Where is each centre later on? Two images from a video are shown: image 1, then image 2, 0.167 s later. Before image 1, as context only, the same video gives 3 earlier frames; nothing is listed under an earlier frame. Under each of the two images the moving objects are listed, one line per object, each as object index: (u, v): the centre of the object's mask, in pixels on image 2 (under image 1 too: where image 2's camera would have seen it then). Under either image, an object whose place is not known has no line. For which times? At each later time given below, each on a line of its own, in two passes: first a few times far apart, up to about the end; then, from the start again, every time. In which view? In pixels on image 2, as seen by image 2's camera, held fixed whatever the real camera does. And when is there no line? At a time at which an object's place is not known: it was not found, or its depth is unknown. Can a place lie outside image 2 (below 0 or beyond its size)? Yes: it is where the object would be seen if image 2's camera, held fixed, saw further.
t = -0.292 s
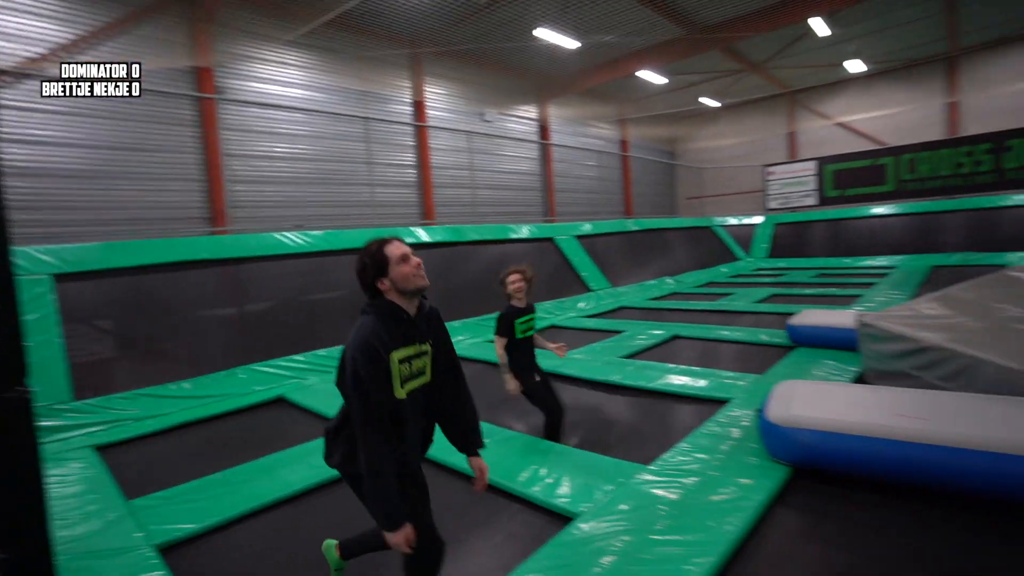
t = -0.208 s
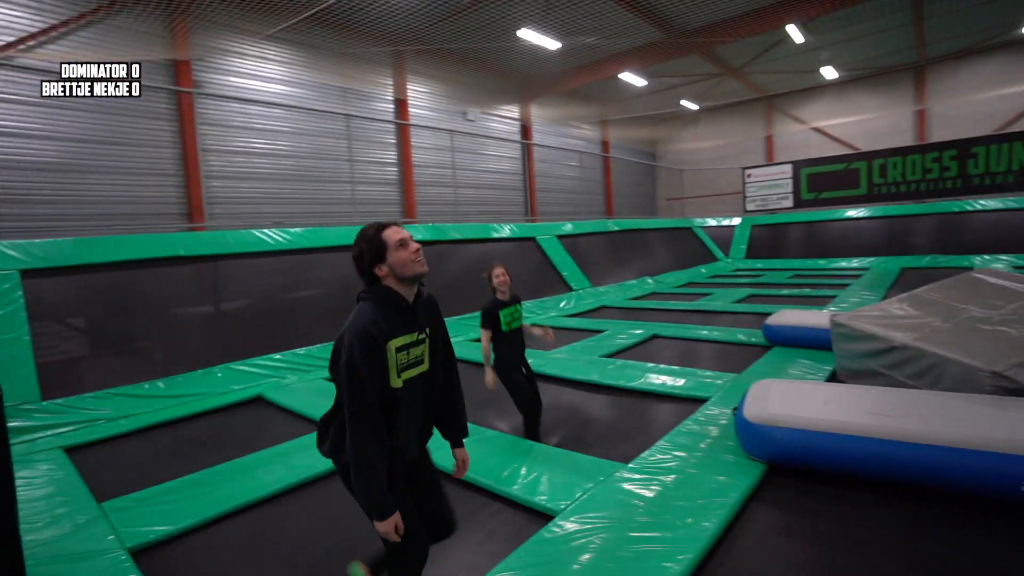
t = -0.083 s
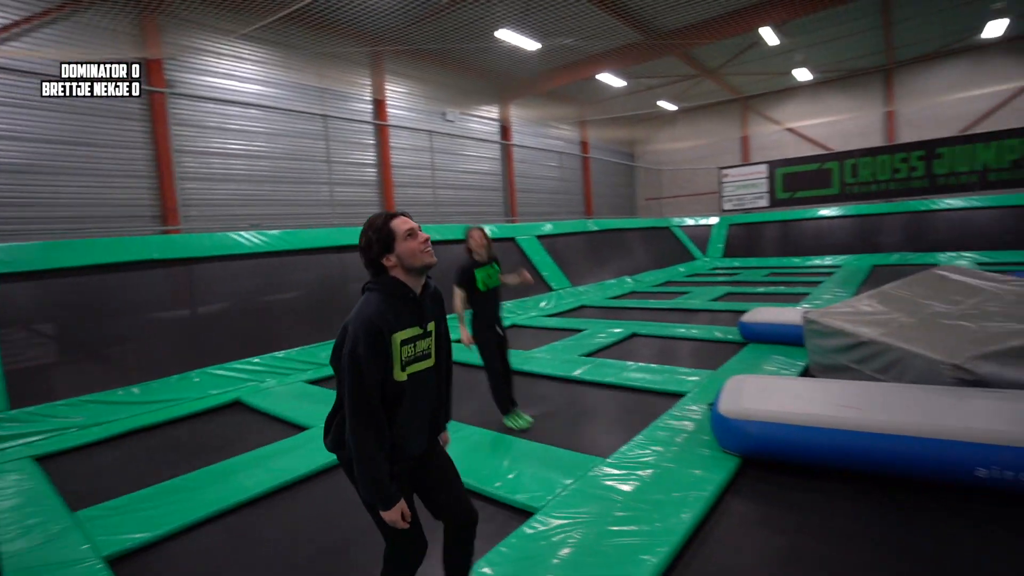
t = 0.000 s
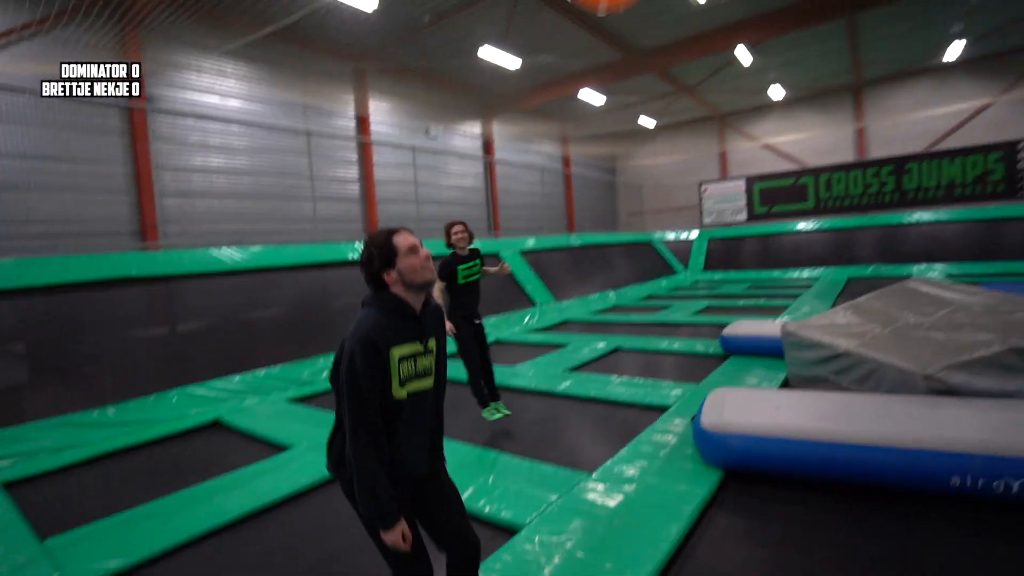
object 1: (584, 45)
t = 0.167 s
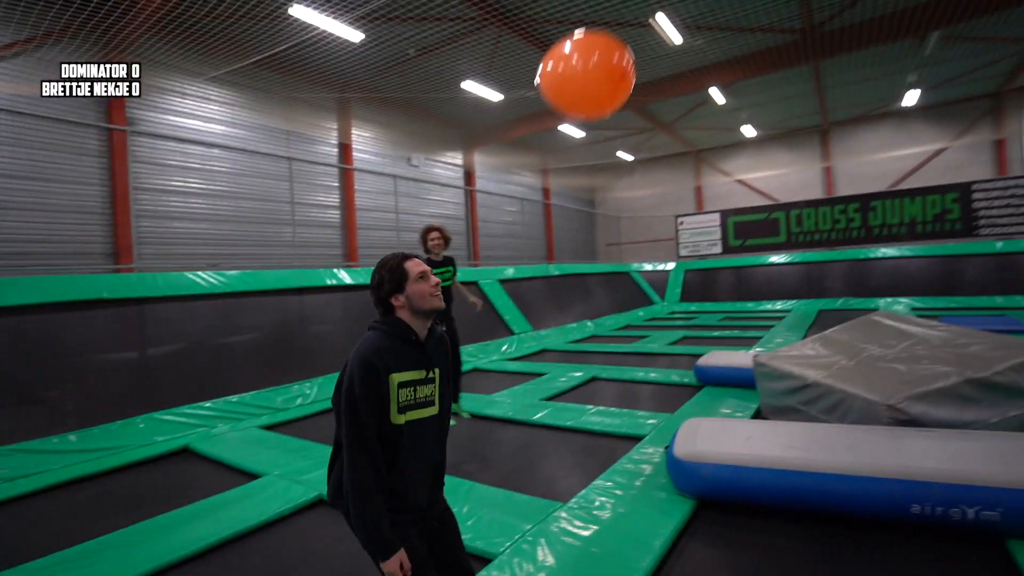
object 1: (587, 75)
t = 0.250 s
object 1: (582, 109)
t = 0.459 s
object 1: (562, 183)
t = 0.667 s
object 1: (545, 245)
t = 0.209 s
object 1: (586, 91)
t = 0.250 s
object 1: (582, 109)
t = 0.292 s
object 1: (579, 125)
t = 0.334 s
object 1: (576, 141)
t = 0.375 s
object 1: (571, 156)
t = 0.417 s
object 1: (566, 170)
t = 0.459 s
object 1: (562, 183)
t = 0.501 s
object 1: (558, 195)
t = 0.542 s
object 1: (554, 207)
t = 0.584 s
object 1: (550, 220)
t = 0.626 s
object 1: (547, 232)
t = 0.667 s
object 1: (545, 245)
